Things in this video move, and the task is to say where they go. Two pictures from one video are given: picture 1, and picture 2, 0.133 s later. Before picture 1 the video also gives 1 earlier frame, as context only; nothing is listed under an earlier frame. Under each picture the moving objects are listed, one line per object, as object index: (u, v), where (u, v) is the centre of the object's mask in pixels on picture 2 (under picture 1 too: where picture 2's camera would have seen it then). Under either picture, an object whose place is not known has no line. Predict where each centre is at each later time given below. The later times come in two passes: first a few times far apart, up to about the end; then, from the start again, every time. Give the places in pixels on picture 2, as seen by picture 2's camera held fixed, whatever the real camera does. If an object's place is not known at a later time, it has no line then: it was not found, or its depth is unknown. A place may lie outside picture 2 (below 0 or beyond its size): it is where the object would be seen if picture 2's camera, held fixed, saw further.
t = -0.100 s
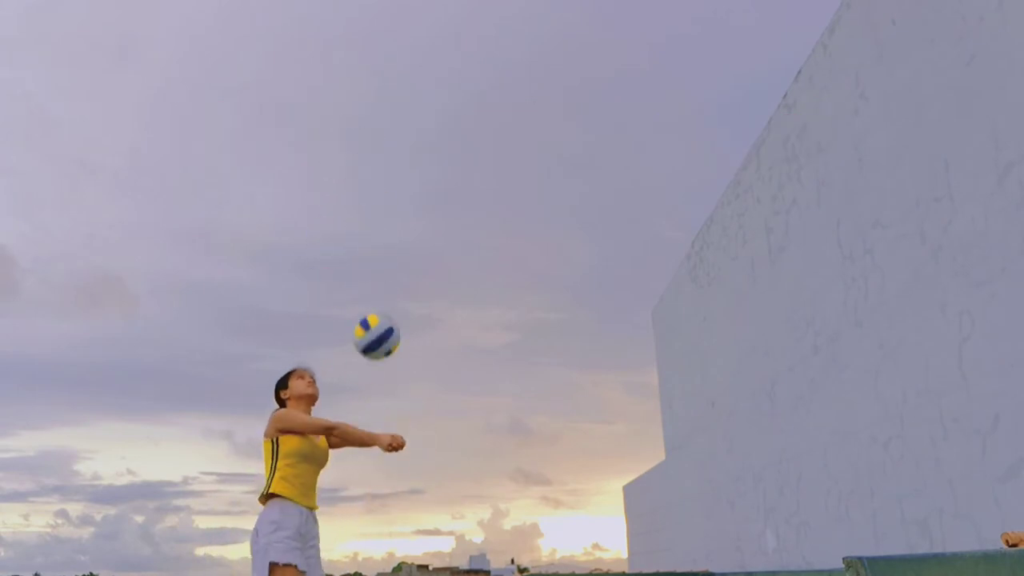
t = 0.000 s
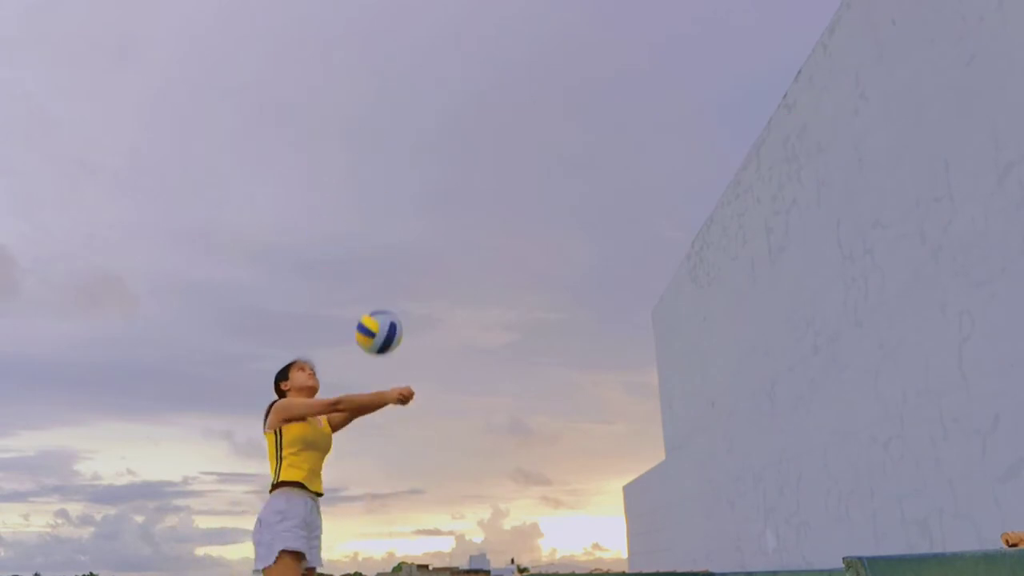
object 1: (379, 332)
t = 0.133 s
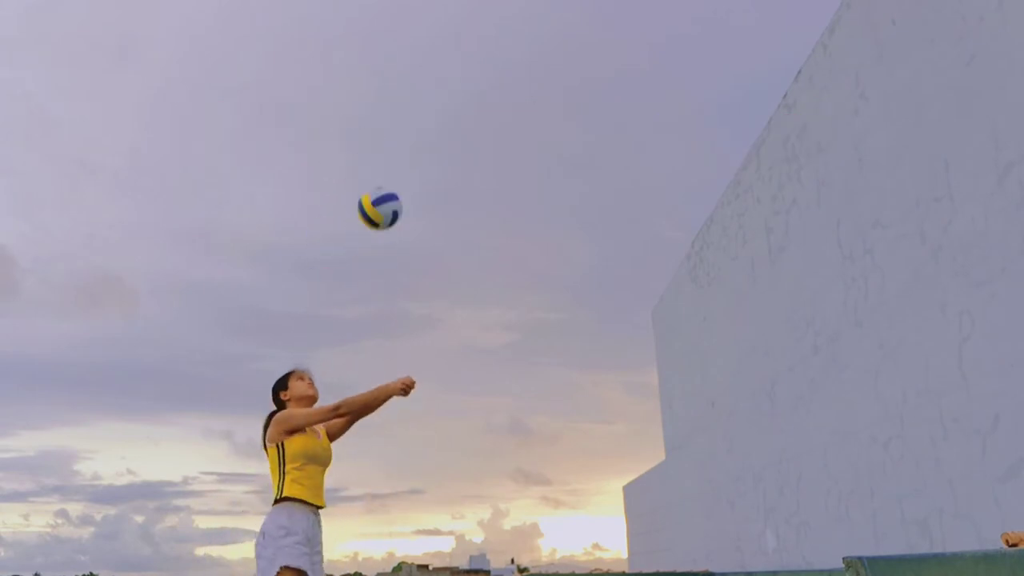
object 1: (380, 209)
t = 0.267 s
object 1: (380, 128)
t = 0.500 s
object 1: (378, 64)
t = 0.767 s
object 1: (371, 107)
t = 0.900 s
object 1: (366, 181)
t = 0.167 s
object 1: (380, 184)
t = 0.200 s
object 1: (380, 163)
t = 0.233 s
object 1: (380, 144)
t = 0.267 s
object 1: (380, 128)
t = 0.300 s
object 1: (380, 112)
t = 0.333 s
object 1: (380, 99)
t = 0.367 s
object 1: (380, 88)
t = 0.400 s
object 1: (379, 79)
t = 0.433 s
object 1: (379, 72)
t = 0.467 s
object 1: (379, 67)
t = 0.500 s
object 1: (378, 64)
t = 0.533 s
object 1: (378, 63)
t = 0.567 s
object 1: (377, 64)
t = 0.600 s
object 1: (376, 65)
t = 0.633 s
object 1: (375, 70)
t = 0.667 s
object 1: (375, 76)
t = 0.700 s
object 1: (374, 85)
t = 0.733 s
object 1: (373, 95)
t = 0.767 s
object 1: (371, 107)
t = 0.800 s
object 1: (371, 122)
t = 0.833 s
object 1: (370, 139)
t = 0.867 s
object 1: (368, 159)
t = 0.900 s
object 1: (366, 181)
